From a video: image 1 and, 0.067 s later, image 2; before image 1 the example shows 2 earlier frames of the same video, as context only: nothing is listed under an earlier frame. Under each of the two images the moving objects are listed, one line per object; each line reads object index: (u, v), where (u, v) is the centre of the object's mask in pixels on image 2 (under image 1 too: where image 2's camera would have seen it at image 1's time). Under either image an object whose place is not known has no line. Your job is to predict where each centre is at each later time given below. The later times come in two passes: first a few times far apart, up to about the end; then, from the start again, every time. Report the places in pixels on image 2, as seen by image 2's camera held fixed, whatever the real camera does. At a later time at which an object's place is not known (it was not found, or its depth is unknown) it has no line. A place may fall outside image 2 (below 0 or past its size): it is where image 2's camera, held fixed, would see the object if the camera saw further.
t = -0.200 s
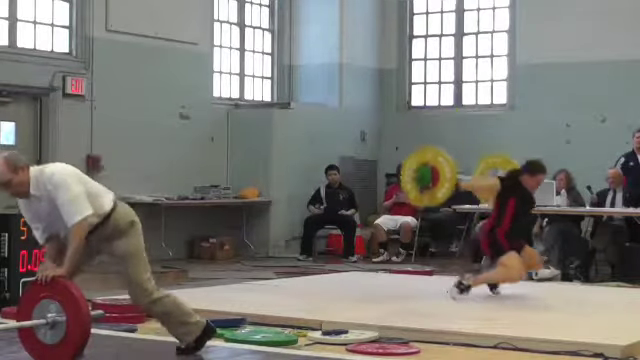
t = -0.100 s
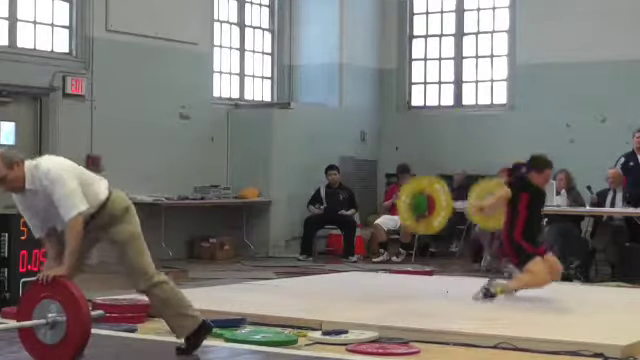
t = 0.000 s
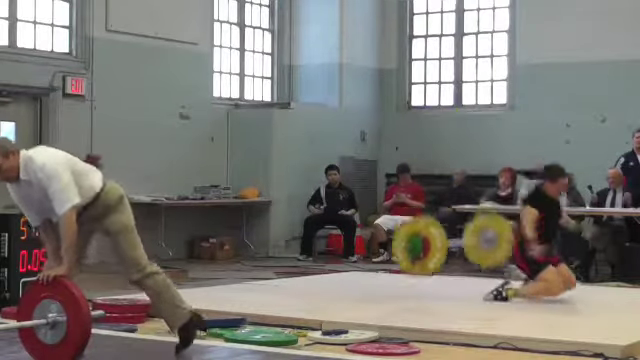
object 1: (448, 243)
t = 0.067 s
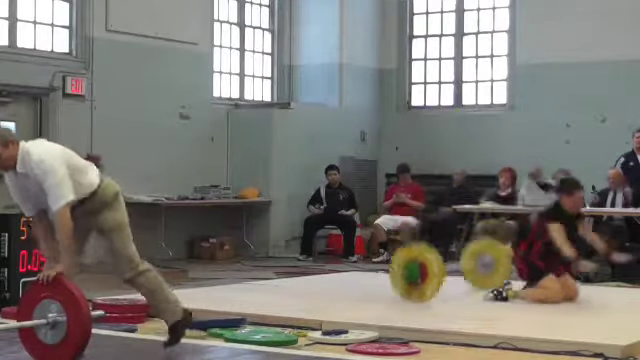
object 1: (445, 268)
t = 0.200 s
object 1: (447, 240)
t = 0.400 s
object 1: (440, 236)
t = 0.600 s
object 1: (432, 262)
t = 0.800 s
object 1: (443, 252)
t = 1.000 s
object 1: (438, 257)
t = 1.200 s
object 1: (436, 259)
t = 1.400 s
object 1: (433, 259)
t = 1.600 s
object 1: (427, 259)
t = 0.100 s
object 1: (447, 258)
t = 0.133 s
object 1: (448, 251)
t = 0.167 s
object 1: (448, 245)
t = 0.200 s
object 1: (447, 240)
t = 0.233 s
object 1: (445, 235)
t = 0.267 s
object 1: (444, 234)
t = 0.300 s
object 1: (442, 233)
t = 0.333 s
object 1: (441, 233)
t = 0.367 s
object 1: (441, 233)
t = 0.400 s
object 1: (440, 236)
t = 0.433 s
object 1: (438, 241)
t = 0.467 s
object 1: (438, 246)
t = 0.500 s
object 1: (435, 253)
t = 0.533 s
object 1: (434, 261)
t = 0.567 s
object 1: (449, 260)
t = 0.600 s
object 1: (432, 262)
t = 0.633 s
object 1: (432, 258)
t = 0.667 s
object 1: (431, 256)
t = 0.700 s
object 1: (431, 255)
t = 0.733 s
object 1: (430, 255)
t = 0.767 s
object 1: (445, 250)
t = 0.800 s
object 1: (443, 252)
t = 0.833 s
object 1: (442, 256)
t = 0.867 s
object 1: (442, 259)
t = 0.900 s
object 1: (440, 258)
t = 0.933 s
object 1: (440, 257)
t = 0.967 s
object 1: (439, 256)
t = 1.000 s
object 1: (438, 257)
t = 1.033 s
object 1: (439, 258)
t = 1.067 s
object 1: (437, 259)
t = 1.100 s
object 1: (436, 259)
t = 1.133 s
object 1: (436, 258)
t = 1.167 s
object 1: (436, 259)
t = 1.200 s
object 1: (436, 259)
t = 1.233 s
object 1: (434, 259)
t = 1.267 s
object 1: (432, 259)
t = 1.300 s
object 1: (432, 259)
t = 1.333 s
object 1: (431, 259)
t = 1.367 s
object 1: (430, 259)
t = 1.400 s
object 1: (433, 259)
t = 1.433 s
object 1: (433, 259)
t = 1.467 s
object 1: (431, 259)
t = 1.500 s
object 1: (430, 259)
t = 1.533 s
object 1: (429, 259)
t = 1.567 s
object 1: (429, 259)
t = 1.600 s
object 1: (427, 259)
